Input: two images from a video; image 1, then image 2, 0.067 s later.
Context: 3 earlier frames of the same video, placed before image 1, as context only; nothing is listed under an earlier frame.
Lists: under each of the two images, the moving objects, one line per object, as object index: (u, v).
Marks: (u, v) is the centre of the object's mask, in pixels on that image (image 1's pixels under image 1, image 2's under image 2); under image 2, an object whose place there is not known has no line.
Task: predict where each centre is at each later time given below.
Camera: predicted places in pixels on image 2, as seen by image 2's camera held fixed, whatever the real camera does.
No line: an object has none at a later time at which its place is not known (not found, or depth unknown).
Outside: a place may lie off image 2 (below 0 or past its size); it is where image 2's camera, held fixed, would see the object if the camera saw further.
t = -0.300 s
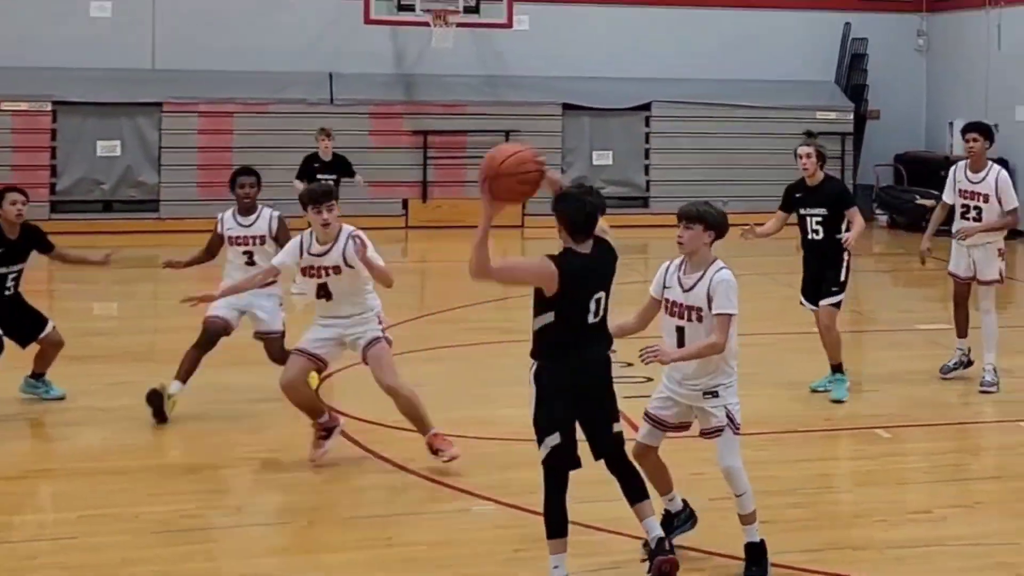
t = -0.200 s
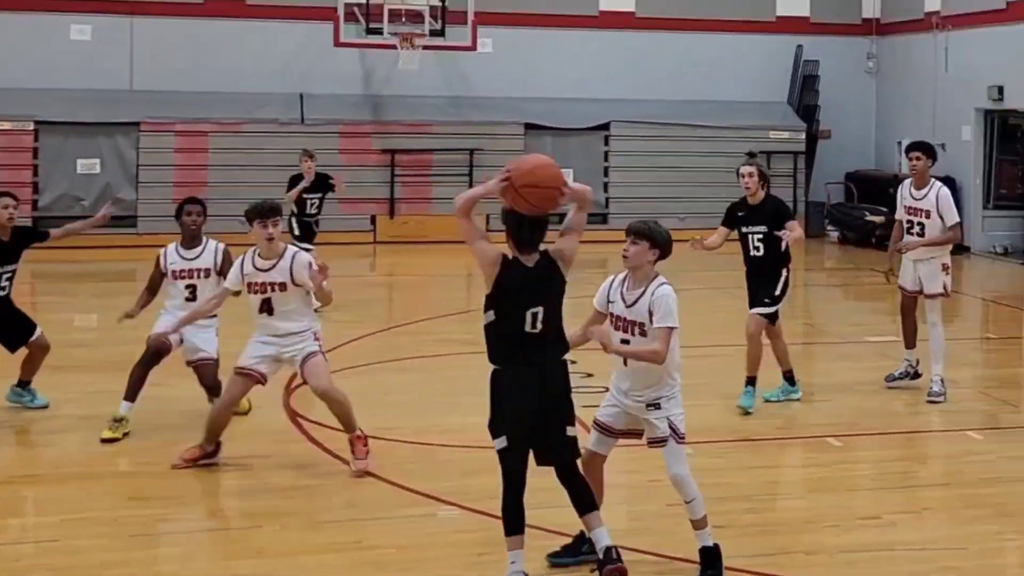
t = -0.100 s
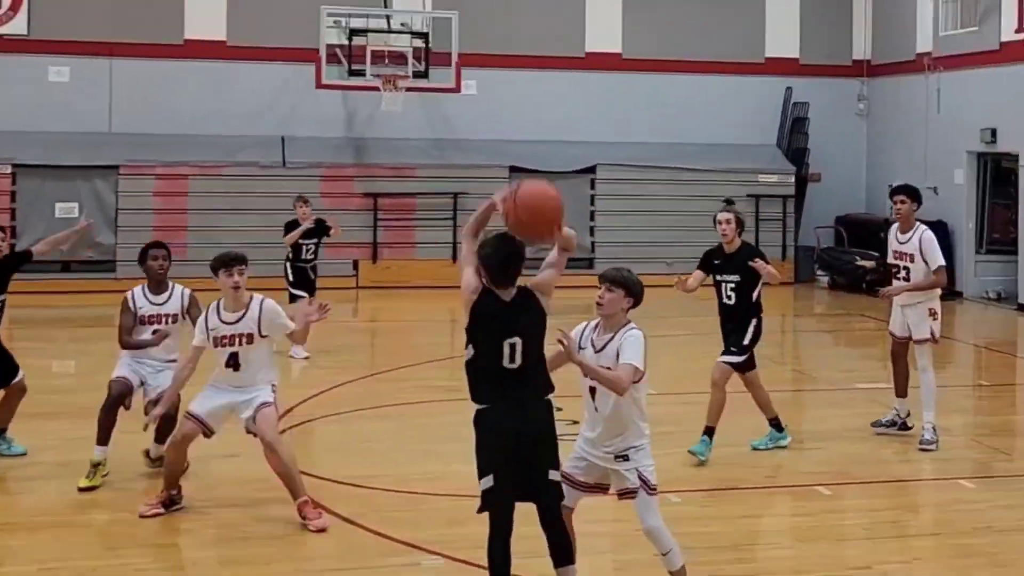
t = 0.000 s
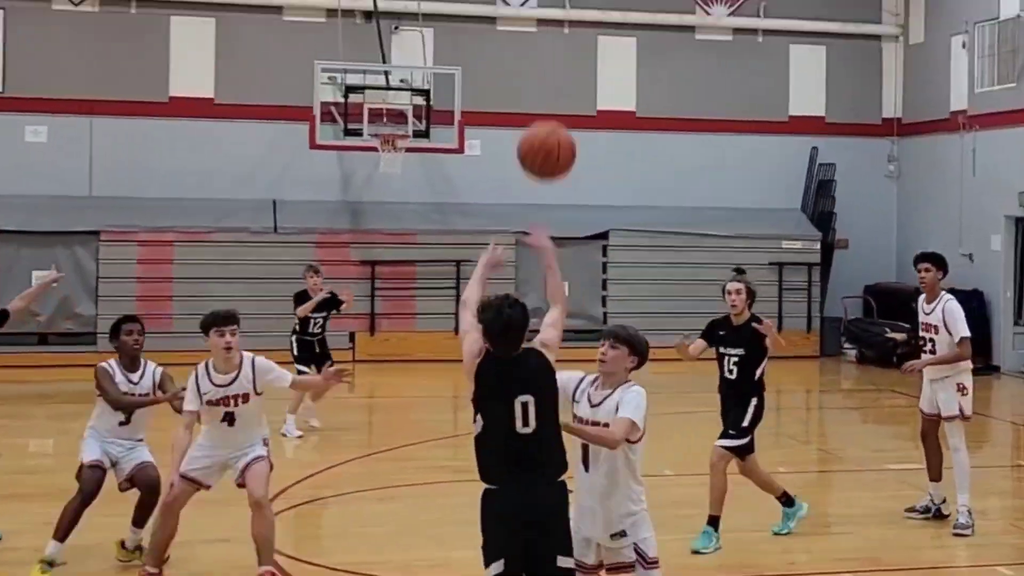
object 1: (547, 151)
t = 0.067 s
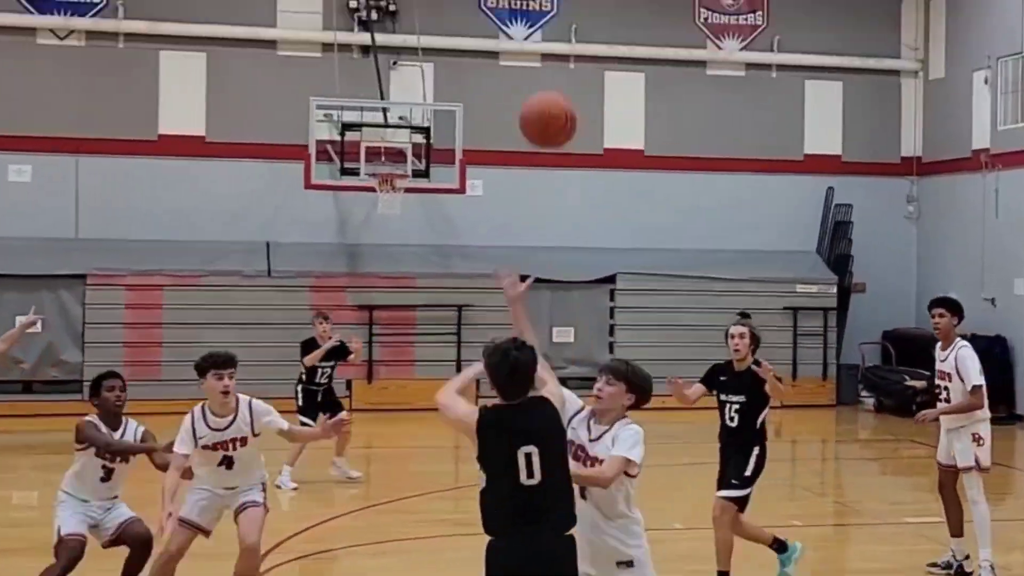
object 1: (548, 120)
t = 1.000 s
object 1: (509, 217)
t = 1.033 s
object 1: (508, 236)
